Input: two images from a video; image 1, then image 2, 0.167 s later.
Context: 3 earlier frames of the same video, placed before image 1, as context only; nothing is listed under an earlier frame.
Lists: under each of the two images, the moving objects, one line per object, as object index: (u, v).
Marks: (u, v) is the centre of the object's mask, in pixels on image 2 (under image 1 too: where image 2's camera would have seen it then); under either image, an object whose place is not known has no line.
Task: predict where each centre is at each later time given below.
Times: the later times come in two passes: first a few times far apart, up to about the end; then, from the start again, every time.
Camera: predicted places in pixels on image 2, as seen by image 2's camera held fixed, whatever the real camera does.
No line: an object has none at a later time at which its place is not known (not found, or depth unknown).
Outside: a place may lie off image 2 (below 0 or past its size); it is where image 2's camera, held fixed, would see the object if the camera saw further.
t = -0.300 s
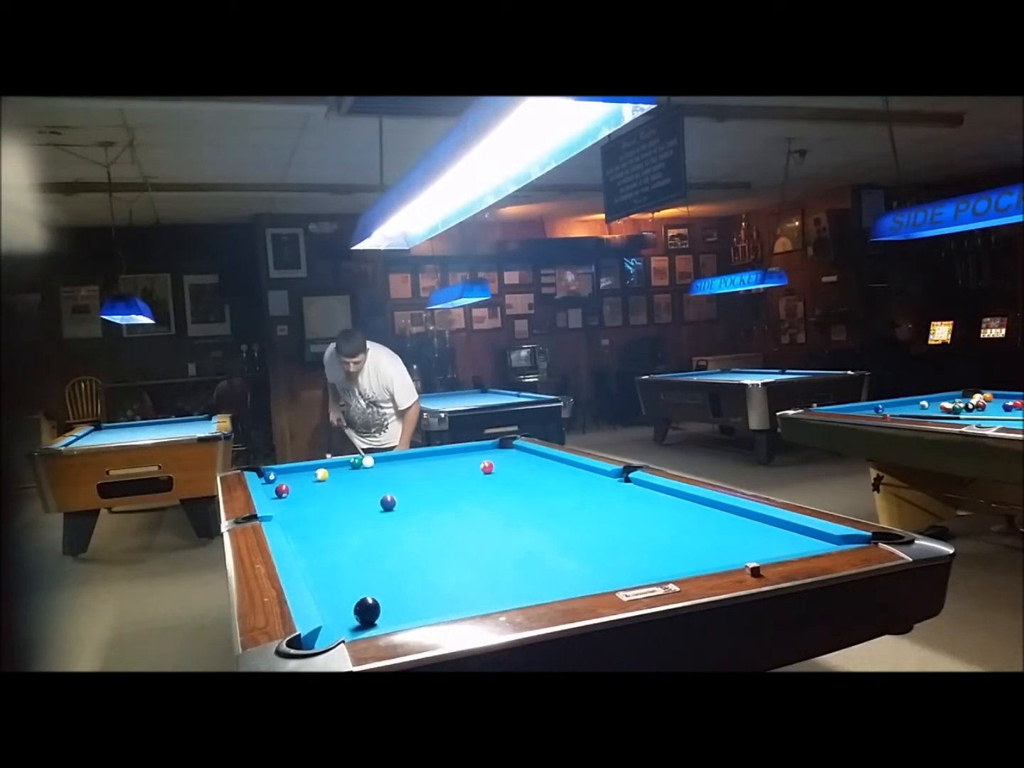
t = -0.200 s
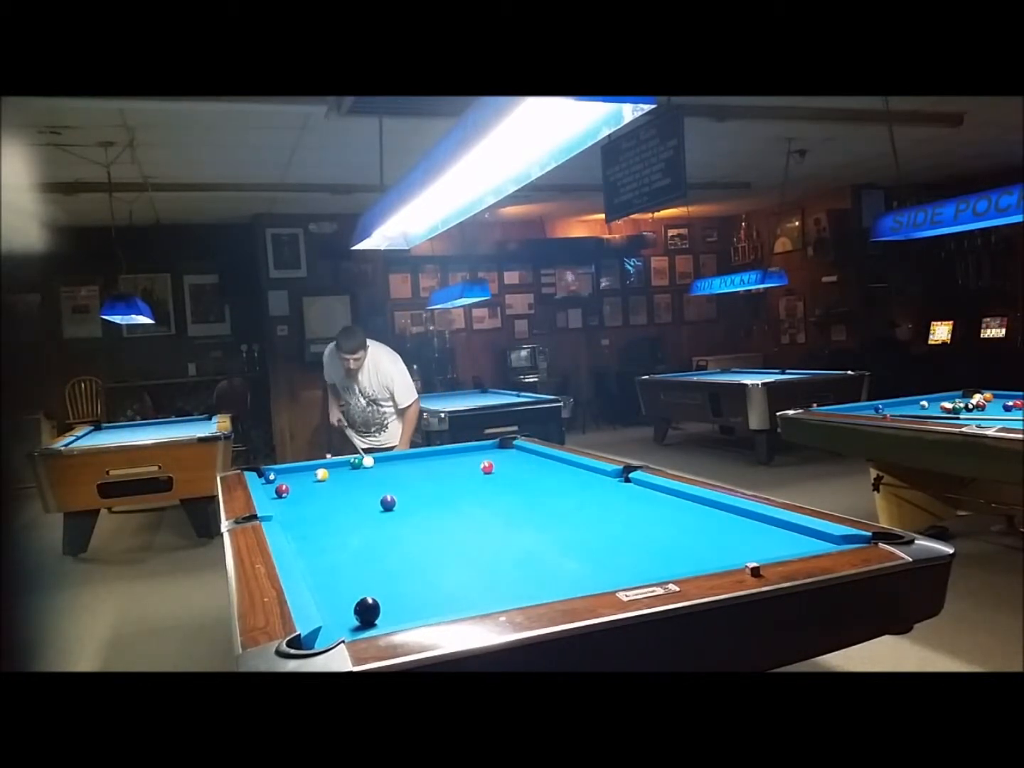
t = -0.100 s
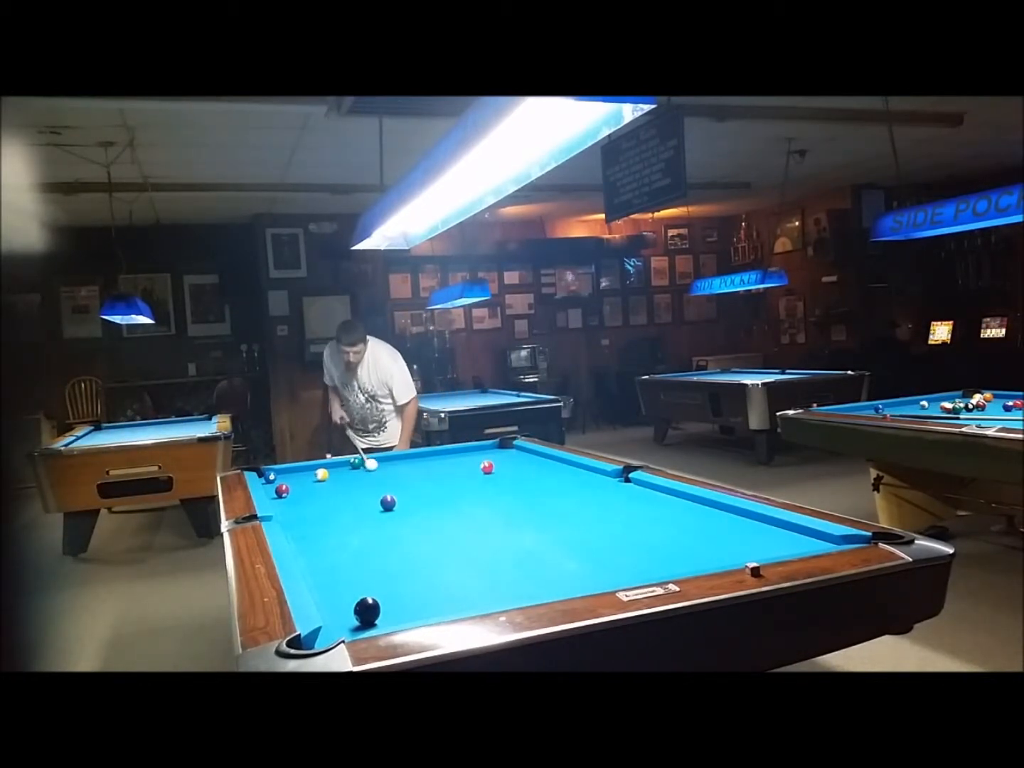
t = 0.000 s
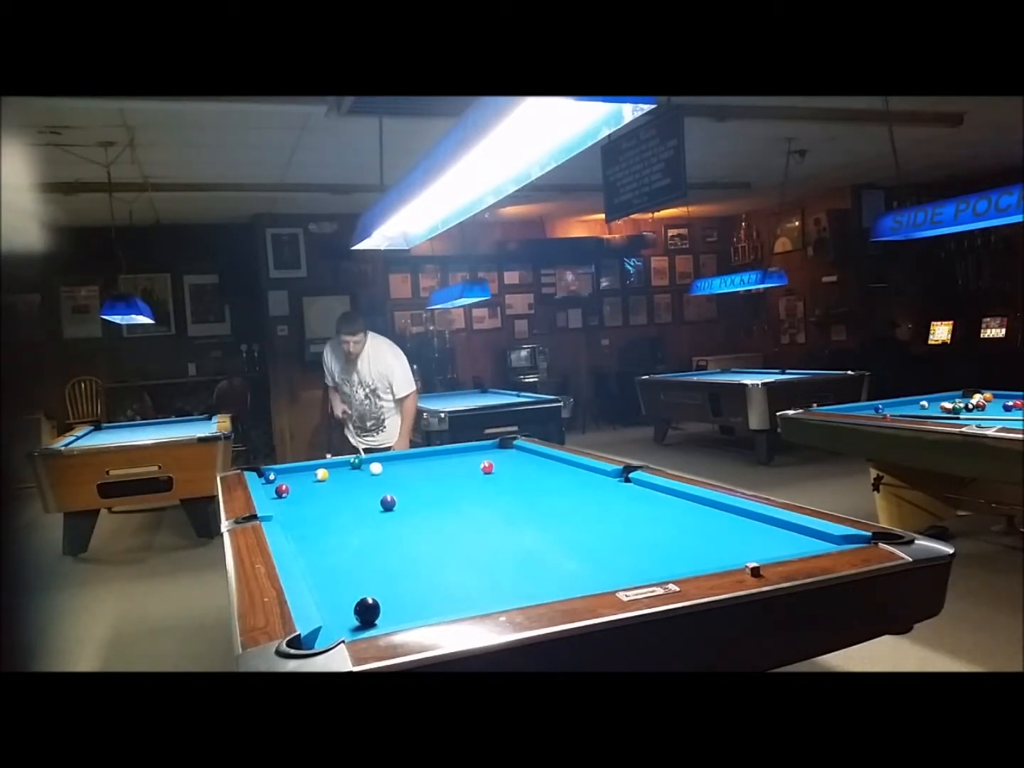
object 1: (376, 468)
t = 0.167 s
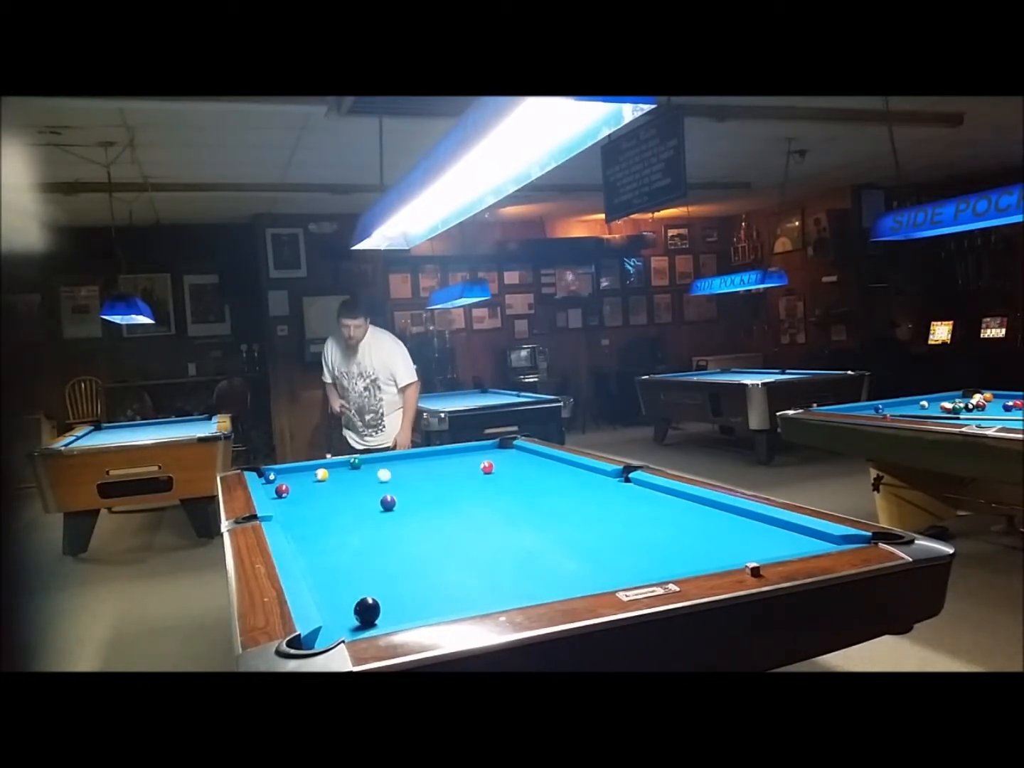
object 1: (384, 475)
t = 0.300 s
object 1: (391, 481)
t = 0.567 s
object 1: (408, 496)
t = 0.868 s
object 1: (432, 516)
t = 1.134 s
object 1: (458, 539)
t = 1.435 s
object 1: (498, 573)
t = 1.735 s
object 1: (508, 587)
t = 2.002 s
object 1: (475, 567)
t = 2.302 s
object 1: (446, 550)
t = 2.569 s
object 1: (424, 537)
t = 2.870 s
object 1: (403, 525)
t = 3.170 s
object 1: (386, 515)
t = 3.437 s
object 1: (372, 507)
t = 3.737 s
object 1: (359, 500)
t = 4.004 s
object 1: (349, 495)
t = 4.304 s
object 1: (338, 489)
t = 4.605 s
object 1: (329, 485)
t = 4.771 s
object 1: (324, 483)
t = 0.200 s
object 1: (385, 476)
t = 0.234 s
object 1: (387, 478)
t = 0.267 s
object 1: (389, 480)
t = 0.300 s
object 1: (391, 481)
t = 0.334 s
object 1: (393, 482)
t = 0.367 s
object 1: (395, 484)
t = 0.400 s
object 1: (397, 486)
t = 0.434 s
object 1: (399, 488)
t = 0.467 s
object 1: (401, 490)
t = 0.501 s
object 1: (403, 491)
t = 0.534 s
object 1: (406, 493)
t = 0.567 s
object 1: (408, 496)
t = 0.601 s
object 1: (410, 498)
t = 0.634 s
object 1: (412, 500)
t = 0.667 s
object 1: (415, 502)
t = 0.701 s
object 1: (418, 504)
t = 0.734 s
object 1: (420, 506)
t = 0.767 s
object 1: (423, 509)
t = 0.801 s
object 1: (426, 511)
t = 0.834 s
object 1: (429, 513)
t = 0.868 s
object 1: (432, 516)
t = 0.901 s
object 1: (434, 518)
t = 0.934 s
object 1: (438, 521)
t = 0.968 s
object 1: (441, 524)
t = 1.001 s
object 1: (444, 527)
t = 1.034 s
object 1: (448, 530)
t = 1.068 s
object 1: (451, 533)
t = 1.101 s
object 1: (455, 536)
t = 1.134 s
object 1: (458, 539)
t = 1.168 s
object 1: (462, 543)
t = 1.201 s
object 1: (466, 546)
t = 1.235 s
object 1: (470, 549)
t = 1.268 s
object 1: (474, 553)
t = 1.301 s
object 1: (479, 557)
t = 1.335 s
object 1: (483, 561)
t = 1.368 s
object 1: (488, 565)
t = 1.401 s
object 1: (493, 569)
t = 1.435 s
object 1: (498, 573)
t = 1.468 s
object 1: (503, 578)
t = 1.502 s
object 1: (509, 583)
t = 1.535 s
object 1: (515, 587)
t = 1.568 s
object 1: (520, 590)
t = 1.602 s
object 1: (525, 593)
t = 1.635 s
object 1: (522, 592)
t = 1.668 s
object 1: (517, 590)
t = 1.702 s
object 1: (512, 589)
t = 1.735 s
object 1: (508, 587)
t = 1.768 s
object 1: (503, 584)
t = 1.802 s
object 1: (499, 582)
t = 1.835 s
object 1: (495, 579)
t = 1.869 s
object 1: (491, 577)
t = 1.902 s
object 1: (486, 574)
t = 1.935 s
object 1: (483, 572)
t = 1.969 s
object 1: (479, 570)
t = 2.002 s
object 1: (475, 567)
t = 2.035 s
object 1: (472, 565)
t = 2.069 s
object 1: (468, 563)
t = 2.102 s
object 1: (464, 561)
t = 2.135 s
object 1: (461, 559)
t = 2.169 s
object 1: (458, 557)
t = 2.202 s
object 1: (455, 555)
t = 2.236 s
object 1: (452, 554)
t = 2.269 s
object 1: (448, 552)
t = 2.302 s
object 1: (446, 550)
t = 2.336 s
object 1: (443, 548)
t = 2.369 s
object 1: (440, 546)
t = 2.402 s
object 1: (437, 545)
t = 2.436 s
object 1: (434, 543)
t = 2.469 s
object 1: (432, 542)
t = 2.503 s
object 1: (429, 540)
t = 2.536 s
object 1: (426, 538)
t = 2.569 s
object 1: (424, 537)
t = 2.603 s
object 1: (422, 535)
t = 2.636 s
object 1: (419, 534)
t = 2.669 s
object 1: (417, 533)
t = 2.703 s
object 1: (414, 531)
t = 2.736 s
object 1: (412, 530)
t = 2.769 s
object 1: (410, 528)
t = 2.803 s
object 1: (408, 527)
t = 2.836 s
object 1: (406, 526)
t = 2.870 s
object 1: (403, 525)
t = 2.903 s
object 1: (401, 524)
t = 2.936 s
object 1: (399, 522)
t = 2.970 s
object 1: (397, 521)
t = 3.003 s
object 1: (396, 520)
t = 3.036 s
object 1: (394, 519)
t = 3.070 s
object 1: (392, 518)
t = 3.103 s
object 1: (390, 517)
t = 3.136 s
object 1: (388, 516)
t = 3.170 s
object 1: (386, 515)
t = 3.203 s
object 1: (384, 514)
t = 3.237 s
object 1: (382, 513)
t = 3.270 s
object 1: (380, 512)
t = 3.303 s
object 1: (379, 511)
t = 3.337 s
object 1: (377, 510)
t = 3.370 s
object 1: (375, 509)
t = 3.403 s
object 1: (374, 508)
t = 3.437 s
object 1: (372, 507)
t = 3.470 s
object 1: (371, 506)
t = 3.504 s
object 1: (369, 505)
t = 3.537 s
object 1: (368, 504)
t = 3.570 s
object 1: (366, 504)
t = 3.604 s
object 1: (365, 503)
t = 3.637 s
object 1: (363, 502)
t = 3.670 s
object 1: (362, 501)
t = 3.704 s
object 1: (360, 501)
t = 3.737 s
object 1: (359, 500)
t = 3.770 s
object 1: (358, 499)
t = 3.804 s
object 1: (356, 498)
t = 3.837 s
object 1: (355, 498)
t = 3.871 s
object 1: (354, 497)
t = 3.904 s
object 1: (352, 496)
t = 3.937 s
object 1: (351, 496)
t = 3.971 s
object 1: (350, 495)
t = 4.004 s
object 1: (349, 495)
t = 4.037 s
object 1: (347, 494)
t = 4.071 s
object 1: (346, 493)
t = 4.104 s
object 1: (345, 492)
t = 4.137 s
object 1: (344, 492)
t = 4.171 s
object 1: (342, 491)
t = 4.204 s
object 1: (341, 491)
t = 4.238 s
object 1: (340, 490)
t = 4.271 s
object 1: (339, 490)
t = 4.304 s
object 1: (338, 489)
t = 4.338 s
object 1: (337, 489)
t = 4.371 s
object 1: (336, 488)
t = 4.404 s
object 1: (335, 487)
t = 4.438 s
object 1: (334, 487)
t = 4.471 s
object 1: (333, 487)
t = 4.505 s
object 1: (332, 486)
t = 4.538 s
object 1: (331, 485)
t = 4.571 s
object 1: (330, 485)
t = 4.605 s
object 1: (329, 485)
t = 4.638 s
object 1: (328, 484)
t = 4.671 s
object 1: (327, 484)
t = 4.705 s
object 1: (326, 483)
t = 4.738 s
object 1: (325, 483)
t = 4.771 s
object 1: (324, 483)
